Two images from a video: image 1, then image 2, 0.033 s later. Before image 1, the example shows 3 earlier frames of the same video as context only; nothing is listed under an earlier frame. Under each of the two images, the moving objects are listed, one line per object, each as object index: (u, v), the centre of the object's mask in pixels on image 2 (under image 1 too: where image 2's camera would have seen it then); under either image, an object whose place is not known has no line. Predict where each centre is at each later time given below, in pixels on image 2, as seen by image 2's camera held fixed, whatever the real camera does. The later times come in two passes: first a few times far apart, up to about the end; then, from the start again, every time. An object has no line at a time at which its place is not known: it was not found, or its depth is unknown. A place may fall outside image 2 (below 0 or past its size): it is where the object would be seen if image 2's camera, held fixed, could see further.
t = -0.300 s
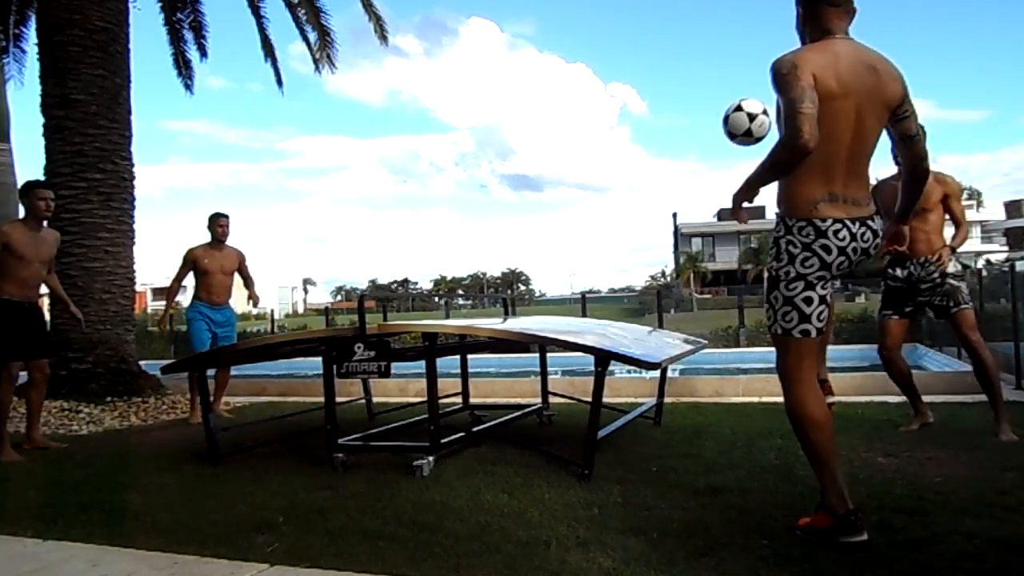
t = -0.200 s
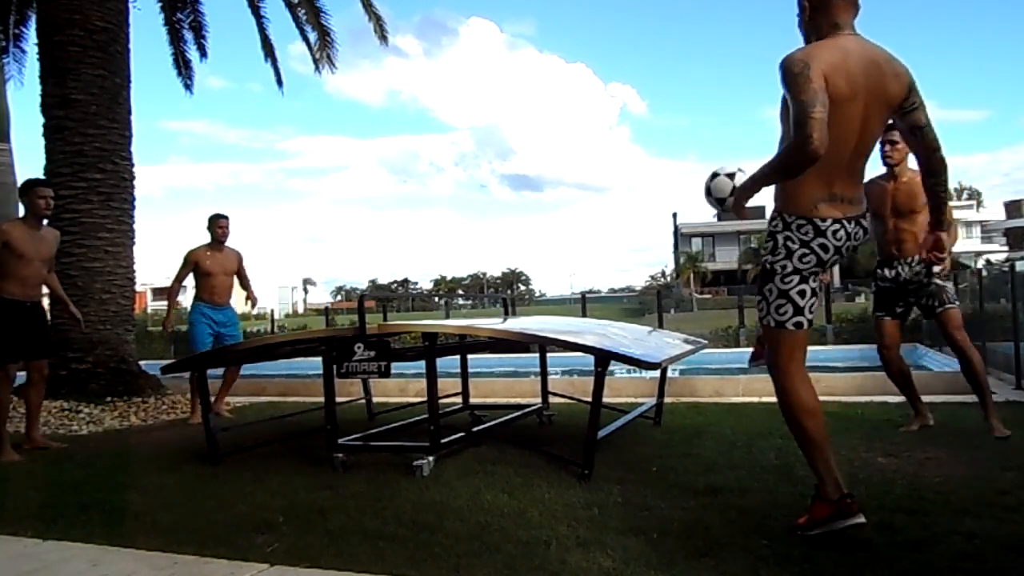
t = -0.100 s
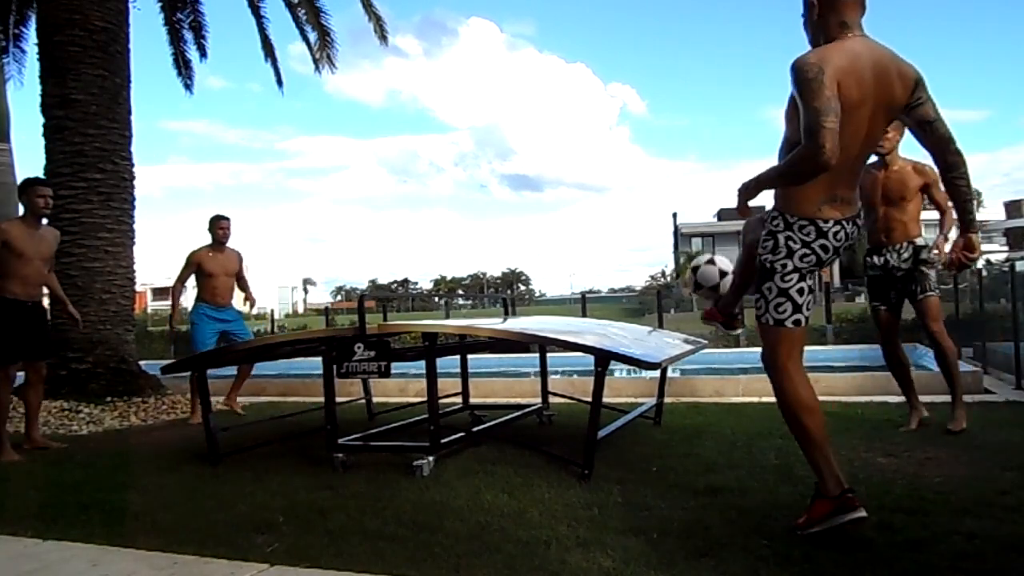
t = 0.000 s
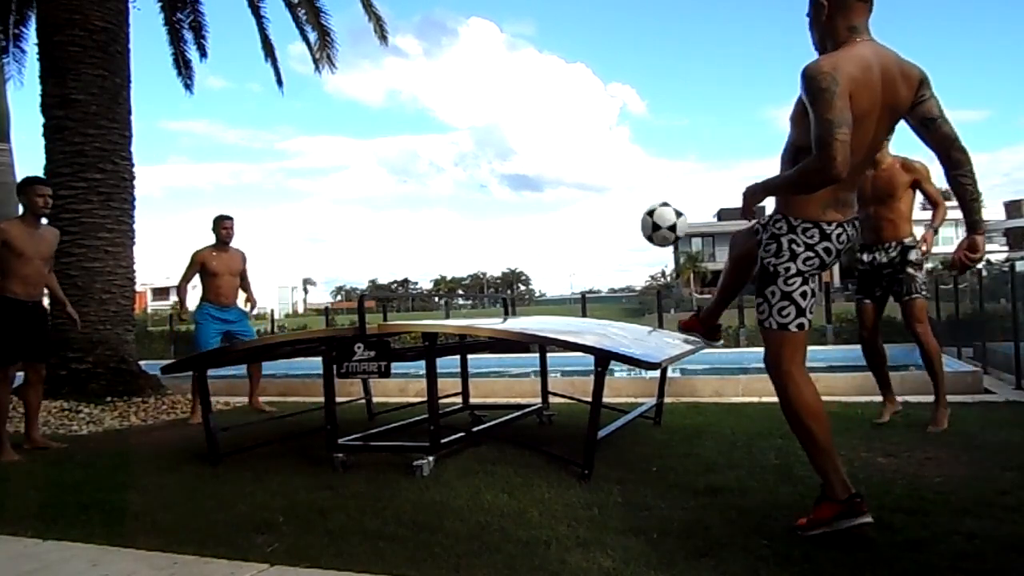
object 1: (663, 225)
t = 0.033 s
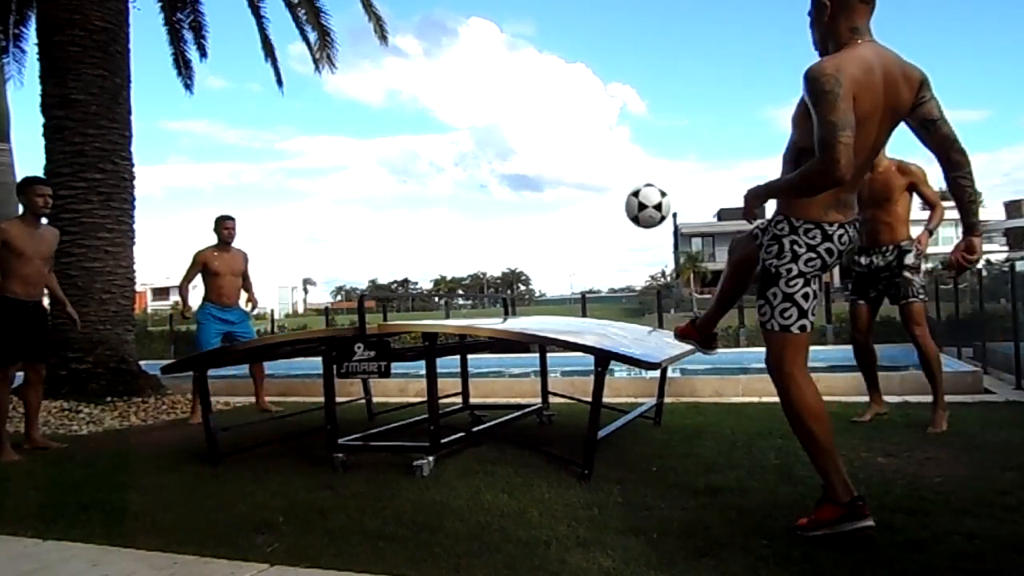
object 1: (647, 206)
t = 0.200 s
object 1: (574, 154)
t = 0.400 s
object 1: (501, 162)
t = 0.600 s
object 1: (440, 238)
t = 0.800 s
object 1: (395, 277)
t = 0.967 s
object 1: (368, 253)
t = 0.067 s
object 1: (632, 190)
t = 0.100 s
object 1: (617, 177)
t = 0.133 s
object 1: (602, 167)
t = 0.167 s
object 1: (587, 160)
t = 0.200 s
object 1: (574, 154)
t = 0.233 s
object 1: (561, 149)
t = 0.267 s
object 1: (549, 148)
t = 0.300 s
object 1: (536, 148)
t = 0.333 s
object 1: (524, 151)
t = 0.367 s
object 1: (512, 155)
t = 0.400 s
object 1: (501, 162)
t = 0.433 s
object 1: (490, 170)
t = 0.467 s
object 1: (479, 180)
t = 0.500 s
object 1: (469, 192)
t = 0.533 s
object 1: (459, 206)
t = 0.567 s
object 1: (450, 222)
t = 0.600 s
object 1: (440, 238)
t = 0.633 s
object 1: (431, 257)
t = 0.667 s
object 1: (421, 277)
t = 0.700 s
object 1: (412, 299)
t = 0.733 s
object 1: (406, 301)
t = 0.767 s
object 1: (401, 289)
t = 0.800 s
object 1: (395, 277)
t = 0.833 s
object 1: (389, 270)
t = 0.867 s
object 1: (383, 263)
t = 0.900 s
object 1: (377, 259)
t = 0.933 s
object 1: (372, 255)
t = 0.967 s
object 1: (368, 253)
